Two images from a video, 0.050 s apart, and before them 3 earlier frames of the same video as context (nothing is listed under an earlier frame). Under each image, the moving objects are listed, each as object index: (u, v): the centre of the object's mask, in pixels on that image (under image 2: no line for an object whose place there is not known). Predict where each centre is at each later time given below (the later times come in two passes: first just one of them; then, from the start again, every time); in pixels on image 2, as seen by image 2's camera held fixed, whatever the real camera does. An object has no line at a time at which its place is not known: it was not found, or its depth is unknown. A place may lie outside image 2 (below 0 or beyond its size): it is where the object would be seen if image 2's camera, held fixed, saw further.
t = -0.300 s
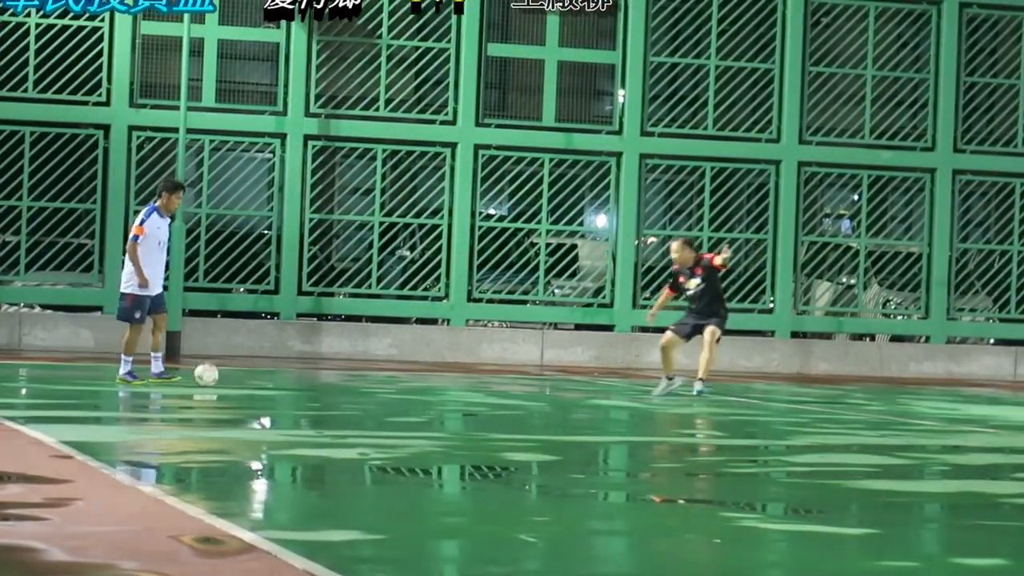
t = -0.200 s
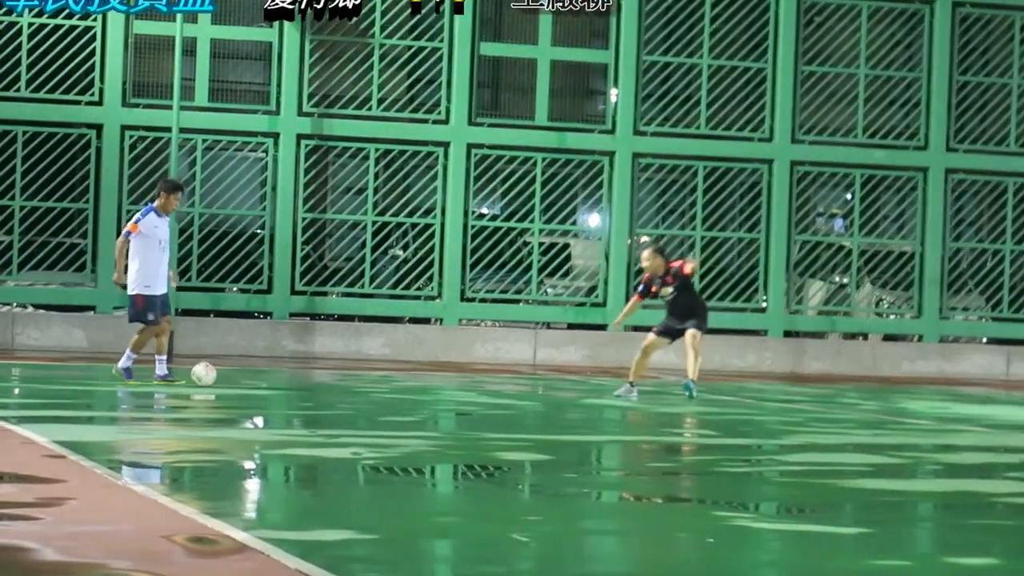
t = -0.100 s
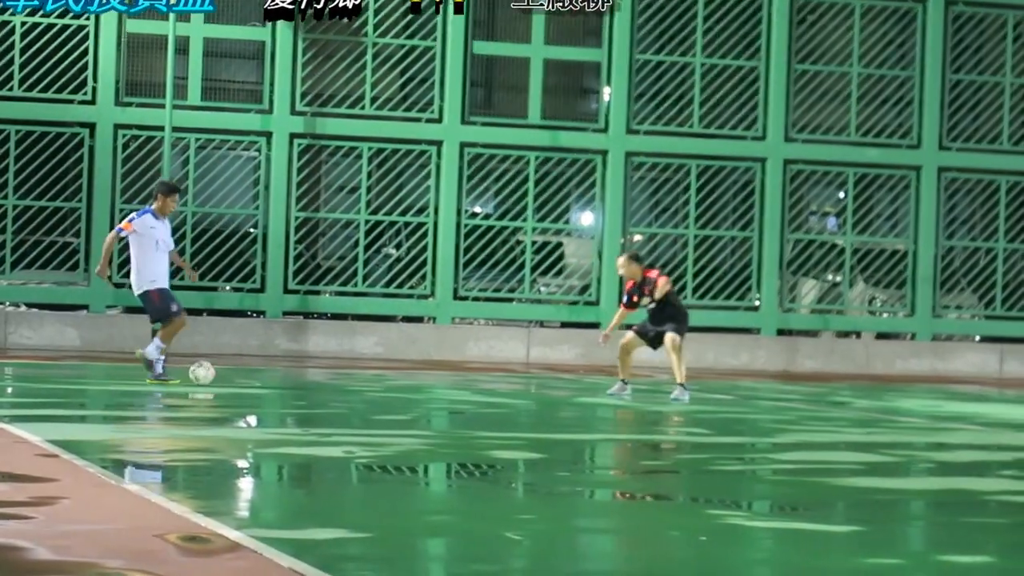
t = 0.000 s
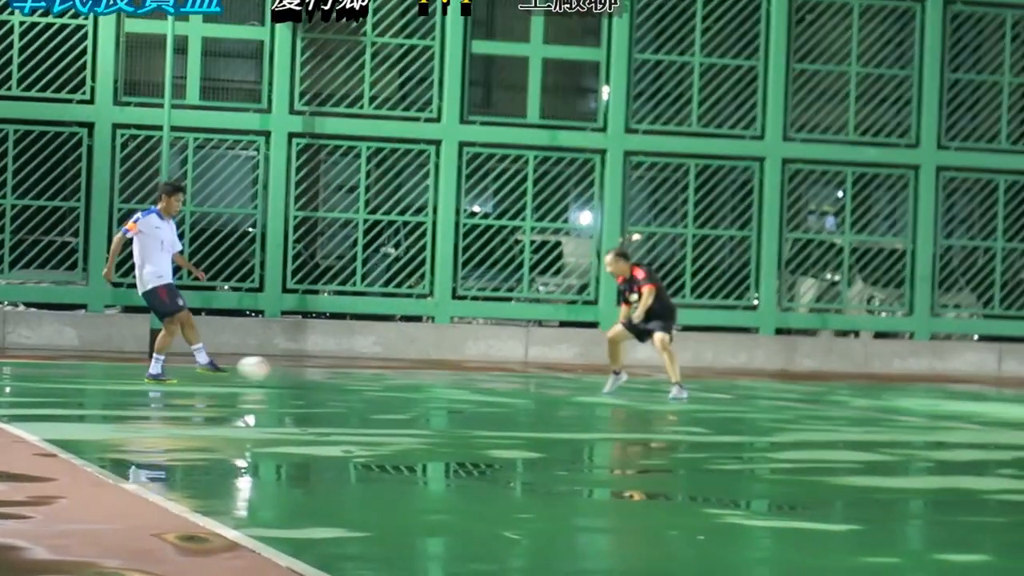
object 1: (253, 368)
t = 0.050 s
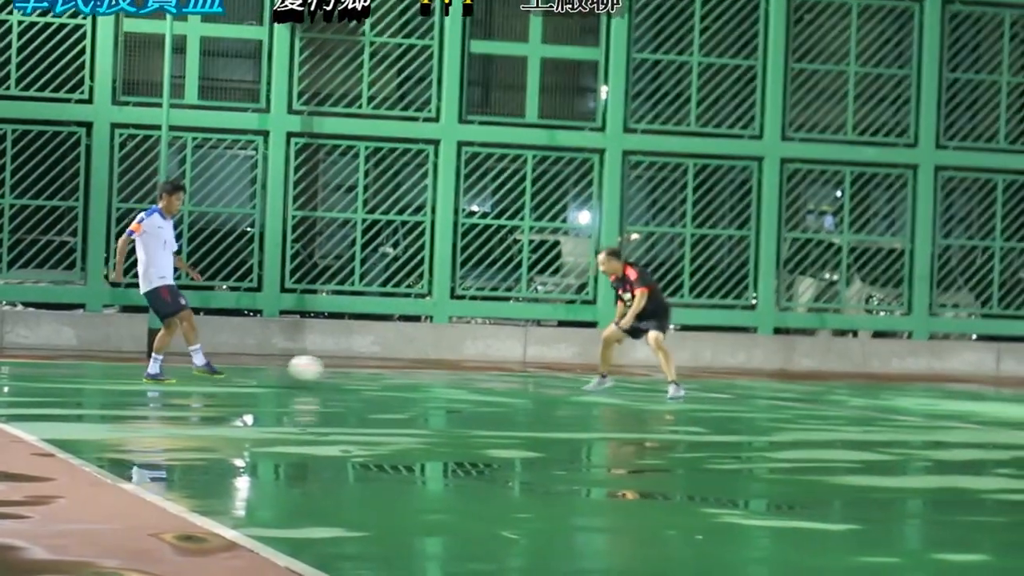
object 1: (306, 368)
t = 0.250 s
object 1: (519, 384)
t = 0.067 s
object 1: (324, 368)
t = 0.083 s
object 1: (342, 368)
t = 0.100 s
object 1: (360, 369)
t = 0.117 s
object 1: (379, 371)
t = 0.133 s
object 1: (397, 372)
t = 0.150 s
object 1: (414, 374)
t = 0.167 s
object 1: (434, 377)
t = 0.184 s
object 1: (452, 379)
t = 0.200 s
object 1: (470, 382)
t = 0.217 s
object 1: (489, 385)
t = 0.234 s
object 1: (504, 384)
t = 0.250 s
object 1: (519, 384)
